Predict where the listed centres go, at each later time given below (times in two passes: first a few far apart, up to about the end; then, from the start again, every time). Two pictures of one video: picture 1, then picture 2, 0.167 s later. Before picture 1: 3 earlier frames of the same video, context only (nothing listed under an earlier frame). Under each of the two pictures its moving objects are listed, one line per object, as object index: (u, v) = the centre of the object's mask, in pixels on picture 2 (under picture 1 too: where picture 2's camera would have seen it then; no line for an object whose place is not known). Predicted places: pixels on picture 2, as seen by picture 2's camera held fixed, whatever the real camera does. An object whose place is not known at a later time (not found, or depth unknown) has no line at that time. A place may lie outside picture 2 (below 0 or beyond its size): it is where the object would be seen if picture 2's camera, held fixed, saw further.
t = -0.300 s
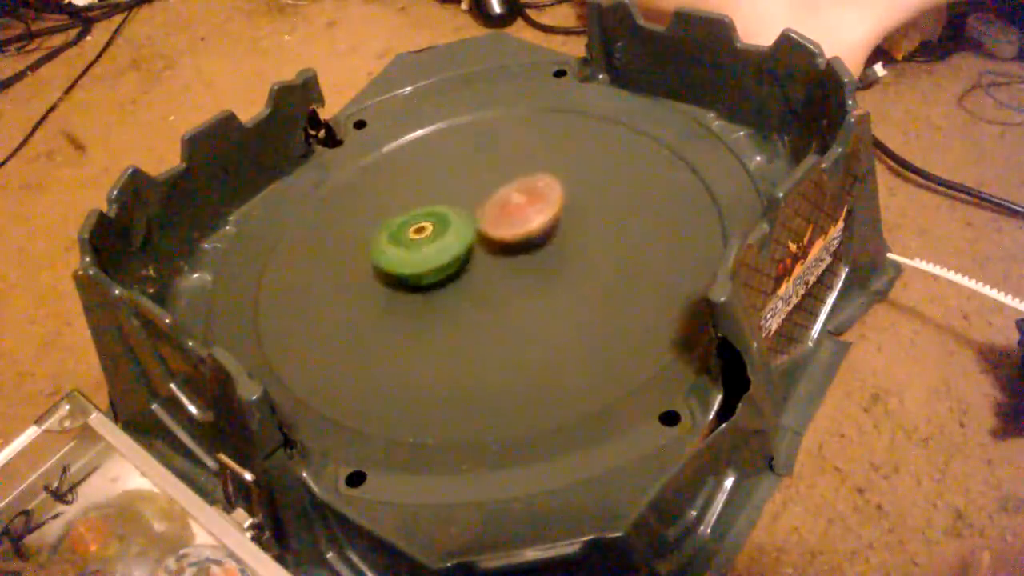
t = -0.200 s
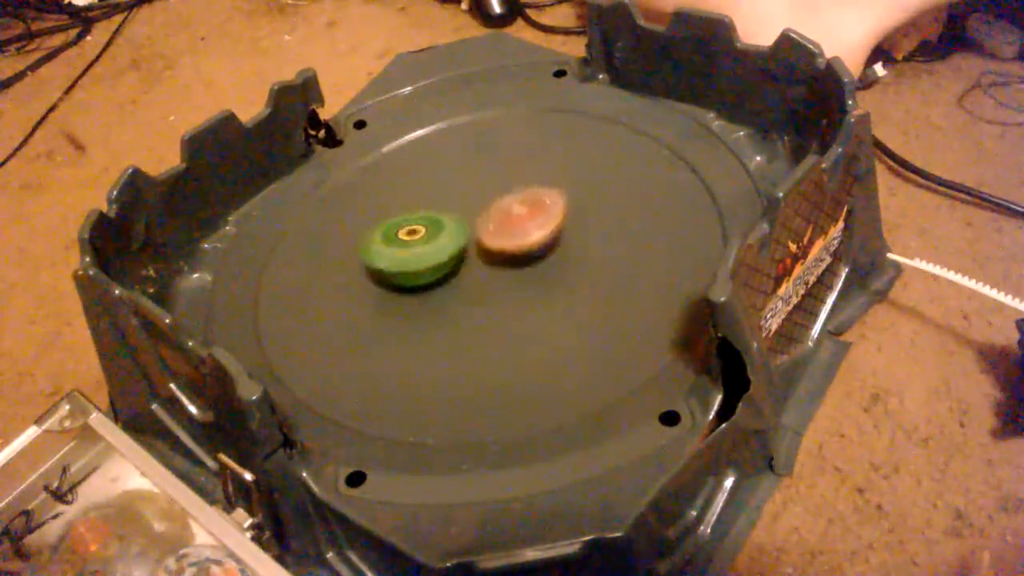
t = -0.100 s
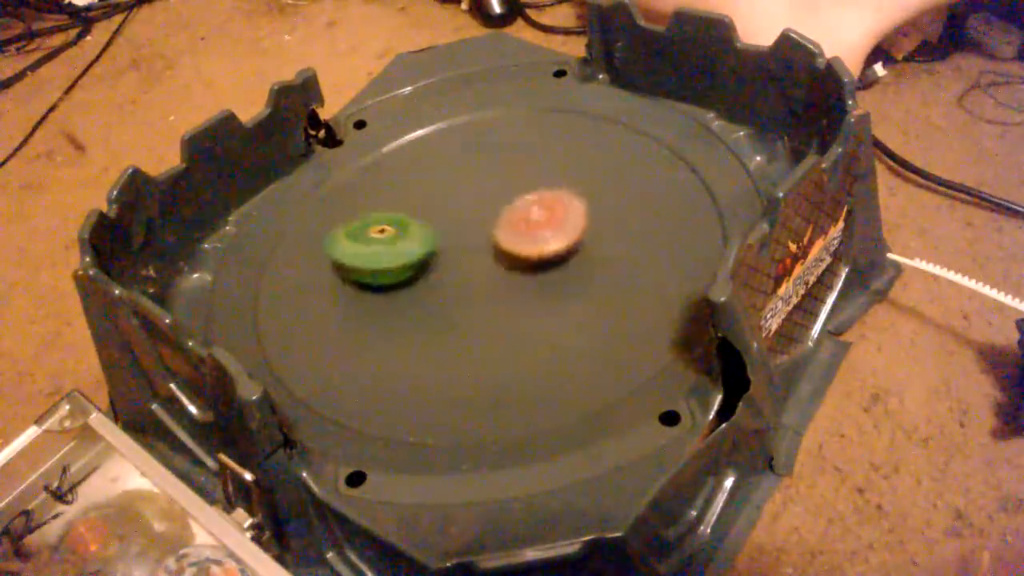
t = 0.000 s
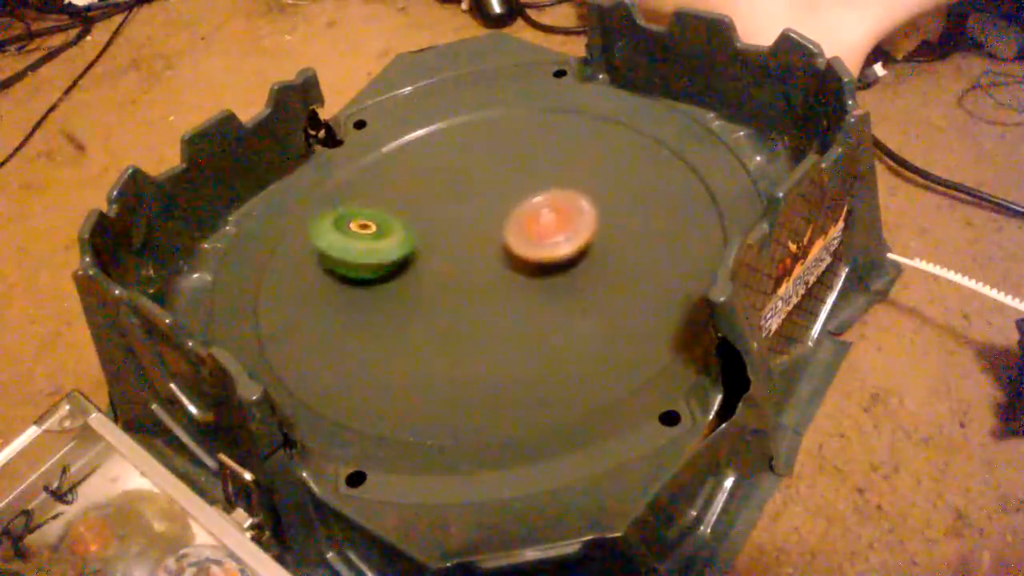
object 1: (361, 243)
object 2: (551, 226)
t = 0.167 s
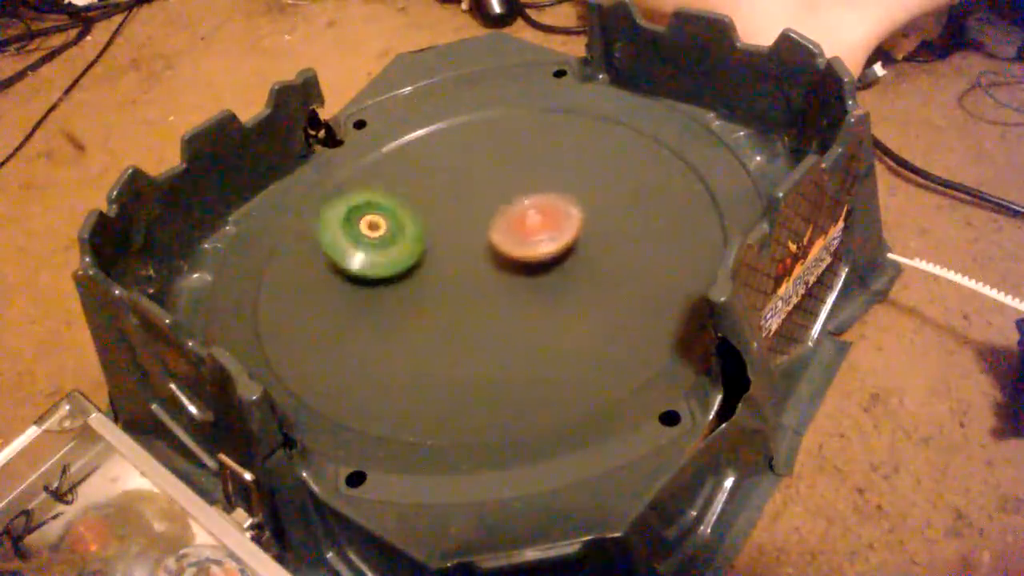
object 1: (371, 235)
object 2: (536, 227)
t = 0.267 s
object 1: (384, 232)
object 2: (523, 224)
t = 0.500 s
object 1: (401, 235)
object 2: (522, 207)
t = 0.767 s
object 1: (402, 245)
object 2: (530, 192)
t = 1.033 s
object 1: (407, 248)
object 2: (522, 200)
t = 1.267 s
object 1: (415, 244)
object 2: (515, 198)
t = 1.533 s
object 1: (412, 239)
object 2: (536, 189)
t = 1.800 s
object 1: (424, 237)
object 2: (525, 203)
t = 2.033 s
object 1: (405, 242)
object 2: (515, 202)
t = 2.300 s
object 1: (416, 234)
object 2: (502, 192)
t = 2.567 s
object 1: (429, 201)
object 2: (515, 195)
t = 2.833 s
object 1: (468, 162)
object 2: (495, 221)
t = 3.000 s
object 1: (493, 160)
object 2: (459, 228)
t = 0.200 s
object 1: (376, 234)
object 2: (532, 227)
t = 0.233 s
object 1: (379, 233)
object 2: (528, 226)
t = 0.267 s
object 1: (384, 232)
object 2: (523, 224)
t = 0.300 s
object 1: (388, 233)
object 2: (520, 223)
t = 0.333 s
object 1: (393, 233)
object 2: (515, 222)
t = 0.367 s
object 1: (398, 233)
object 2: (511, 219)
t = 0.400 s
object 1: (404, 233)
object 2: (507, 217)
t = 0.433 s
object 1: (408, 234)
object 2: (509, 215)
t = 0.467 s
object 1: (404, 233)
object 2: (518, 209)
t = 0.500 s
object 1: (401, 235)
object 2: (522, 207)
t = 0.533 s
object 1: (401, 235)
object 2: (524, 204)
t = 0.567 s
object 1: (401, 235)
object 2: (524, 202)
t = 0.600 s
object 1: (403, 236)
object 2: (524, 200)
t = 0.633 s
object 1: (402, 238)
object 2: (525, 198)
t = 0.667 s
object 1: (403, 239)
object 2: (527, 195)
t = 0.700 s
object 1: (403, 242)
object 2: (528, 194)
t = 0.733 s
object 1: (402, 243)
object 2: (530, 193)
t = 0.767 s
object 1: (402, 245)
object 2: (530, 192)
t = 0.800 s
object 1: (400, 247)
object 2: (531, 193)
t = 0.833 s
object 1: (401, 247)
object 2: (532, 192)
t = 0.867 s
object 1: (400, 249)
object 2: (532, 193)
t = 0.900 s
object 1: (400, 248)
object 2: (532, 194)
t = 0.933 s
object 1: (402, 249)
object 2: (529, 196)
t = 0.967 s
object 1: (402, 249)
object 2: (527, 197)
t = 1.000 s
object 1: (405, 248)
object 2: (525, 198)
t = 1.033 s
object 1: (407, 248)
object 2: (522, 200)
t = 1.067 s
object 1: (411, 246)
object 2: (518, 202)
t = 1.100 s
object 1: (416, 245)
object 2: (514, 203)
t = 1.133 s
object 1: (415, 245)
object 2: (514, 202)
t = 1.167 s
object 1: (412, 245)
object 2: (519, 199)
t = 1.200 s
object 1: (411, 245)
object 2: (519, 199)
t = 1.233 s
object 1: (413, 244)
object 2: (517, 200)
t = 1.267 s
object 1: (415, 244)
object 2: (515, 198)
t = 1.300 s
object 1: (415, 244)
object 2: (513, 198)
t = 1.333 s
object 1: (417, 242)
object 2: (511, 197)
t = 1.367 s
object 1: (416, 242)
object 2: (517, 195)
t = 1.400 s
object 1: (410, 242)
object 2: (527, 191)
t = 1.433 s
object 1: (409, 241)
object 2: (532, 190)
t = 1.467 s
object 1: (411, 241)
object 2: (535, 190)
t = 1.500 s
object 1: (412, 241)
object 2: (534, 190)
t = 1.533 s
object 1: (412, 239)
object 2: (536, 189)
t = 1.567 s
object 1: (414, 237)
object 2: (537, 190)
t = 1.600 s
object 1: (416, 236)
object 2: (538, 191)
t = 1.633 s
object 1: (419, 234)
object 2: (537, 193)
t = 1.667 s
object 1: (421, 235)
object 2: (536, 194)
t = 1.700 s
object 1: (422, 235)
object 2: (533, 197)
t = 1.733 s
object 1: (423, 236)
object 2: (531, 199)
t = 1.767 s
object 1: (424, 236)
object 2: (528, 201)
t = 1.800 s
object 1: (424, 237)
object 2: (525, 203)
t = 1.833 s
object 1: (423, 237)
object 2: (520, 204)
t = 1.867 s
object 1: (424, 238)
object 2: (517, 205)
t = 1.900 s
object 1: (422, 240)
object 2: (513, 205)
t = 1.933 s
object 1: (416, 241)
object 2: (517, 203)
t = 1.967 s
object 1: (410, 242)
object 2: (520, 203)
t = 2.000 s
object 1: (406, 243)
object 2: (519, 203)
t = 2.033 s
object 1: (405, 242)
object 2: (515, 202)
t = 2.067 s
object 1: (404, 241)
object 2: (513, 201)
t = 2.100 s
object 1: (405, 241)
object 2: (510, 200)
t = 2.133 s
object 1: (406, 240)
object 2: (509, 198)
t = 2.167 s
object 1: (408, 239)
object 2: (507, 197)
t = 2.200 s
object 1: (409, 238)
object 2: (506, 195)
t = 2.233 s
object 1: (412, 237)
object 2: (505, 194)
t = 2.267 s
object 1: (414, 236)
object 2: (503, 192)
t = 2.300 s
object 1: (416, 234)
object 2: (502, 192)
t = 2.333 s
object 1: (418, 232)
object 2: (501, 190)
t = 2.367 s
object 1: (419, 231)
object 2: (502, 190)
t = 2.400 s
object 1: (418, 226)
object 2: (507, 190)
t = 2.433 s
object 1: (419, 222)
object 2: (508, 191)
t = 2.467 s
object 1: (420, 218)
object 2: (508, 190)
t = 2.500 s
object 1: (423, 213)
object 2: (510, 191)
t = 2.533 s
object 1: (428, 208)
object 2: (512, 192)
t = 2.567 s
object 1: (429, 201)
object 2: (515, 195)
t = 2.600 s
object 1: (431, 194)
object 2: (514, 199)
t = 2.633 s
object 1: (437, 187)
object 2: (515, 202)
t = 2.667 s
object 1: (442, 181)
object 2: (512, 205)
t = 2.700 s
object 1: (445, 175)
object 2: (512, 208)
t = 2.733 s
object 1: (451, 171)
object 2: (509, 211)
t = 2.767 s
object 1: (456, 167)
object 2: (506, 215)
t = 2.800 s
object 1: (462, 165)
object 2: (503, 218)
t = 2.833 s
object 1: (468, 162)
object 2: (495, 221)
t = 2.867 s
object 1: (474, 159)
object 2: (489, 224)
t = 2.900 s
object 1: (480, 159)
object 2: (481, 227)
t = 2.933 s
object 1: (484, 159)
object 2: (474, 228)
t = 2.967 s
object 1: (488, 159)
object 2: (465, 229)
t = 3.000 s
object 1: (493, 160)
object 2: (459, 228)
